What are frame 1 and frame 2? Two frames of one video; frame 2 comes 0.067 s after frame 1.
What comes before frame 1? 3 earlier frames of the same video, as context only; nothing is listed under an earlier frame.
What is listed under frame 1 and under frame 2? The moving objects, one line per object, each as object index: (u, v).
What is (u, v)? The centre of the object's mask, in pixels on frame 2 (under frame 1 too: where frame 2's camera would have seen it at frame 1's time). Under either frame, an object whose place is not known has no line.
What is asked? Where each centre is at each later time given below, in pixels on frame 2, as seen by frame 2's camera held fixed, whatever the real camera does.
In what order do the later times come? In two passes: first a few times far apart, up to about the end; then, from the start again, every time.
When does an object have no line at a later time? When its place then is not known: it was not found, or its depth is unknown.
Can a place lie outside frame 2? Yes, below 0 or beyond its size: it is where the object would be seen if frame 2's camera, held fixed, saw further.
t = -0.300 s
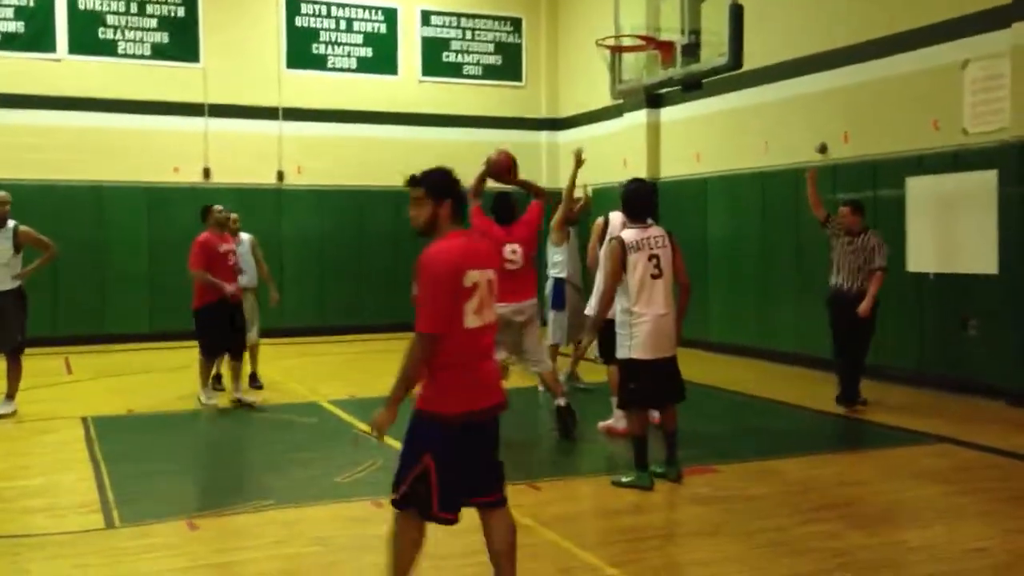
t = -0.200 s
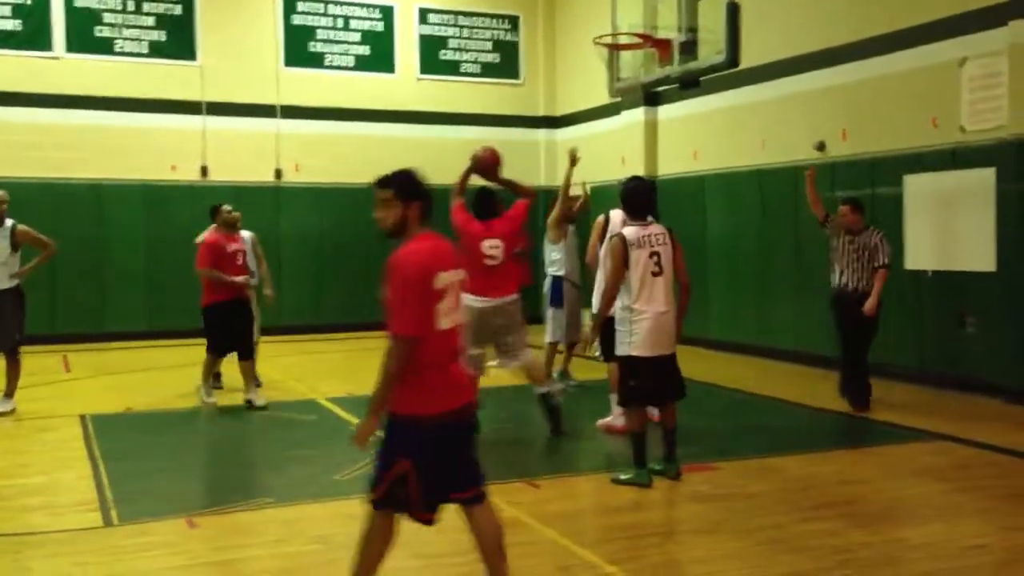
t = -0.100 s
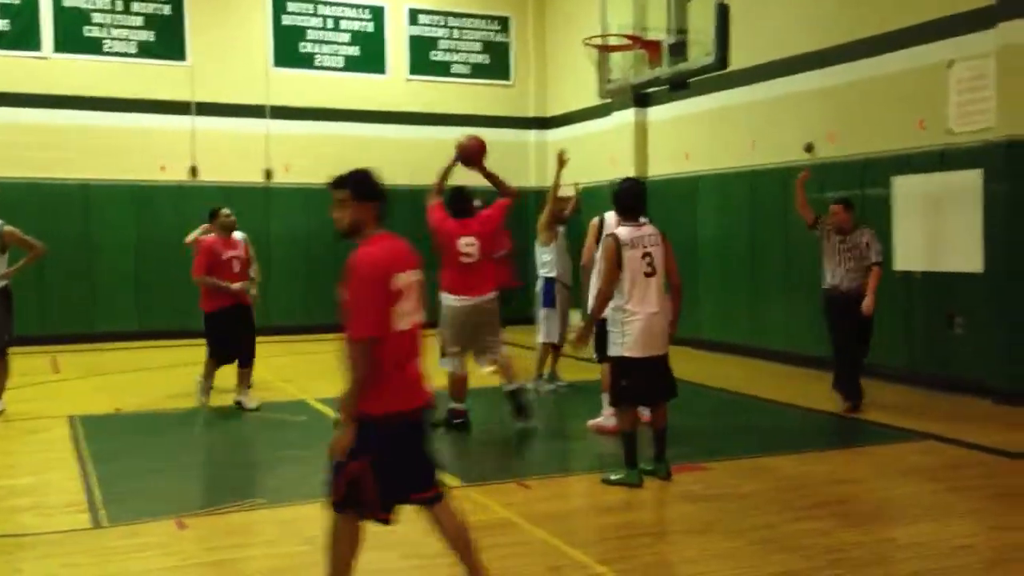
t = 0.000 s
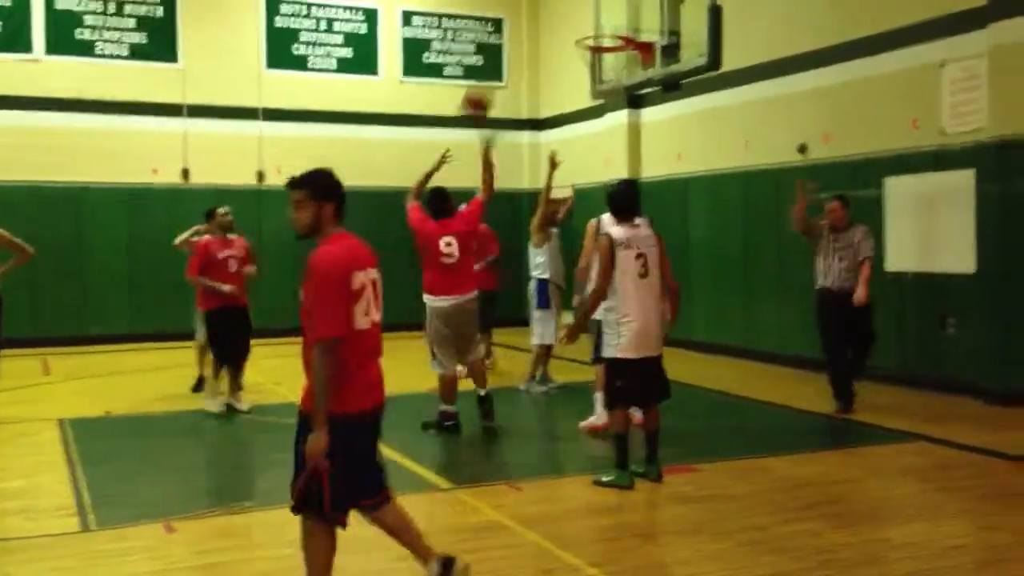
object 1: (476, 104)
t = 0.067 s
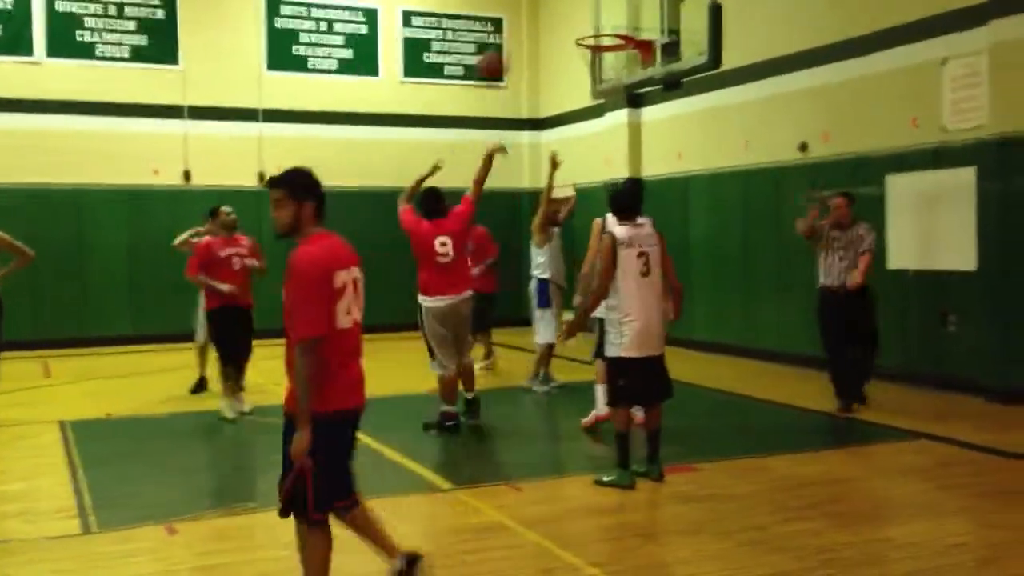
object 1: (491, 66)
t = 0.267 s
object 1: (537, 2)
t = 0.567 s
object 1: (599, 1)
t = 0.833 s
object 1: (591, 32)
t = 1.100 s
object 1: (590, 16)
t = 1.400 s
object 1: (599, 44)
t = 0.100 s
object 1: (499, 53)
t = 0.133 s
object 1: (509, 39)
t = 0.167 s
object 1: (515, 28)
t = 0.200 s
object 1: (523, 18)
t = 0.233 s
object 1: (529, 9)
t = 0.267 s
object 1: (537, 2)
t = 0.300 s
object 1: (544, -3)
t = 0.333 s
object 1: (551, -6)
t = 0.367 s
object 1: (559, -9)
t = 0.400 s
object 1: (565, -11)
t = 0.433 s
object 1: (572, -11)
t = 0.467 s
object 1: (579, -11)
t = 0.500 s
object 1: (586, -8)
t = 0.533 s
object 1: (592, -4)
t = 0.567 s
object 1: (599, 1)
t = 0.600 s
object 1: (605, 7)
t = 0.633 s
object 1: (613, 16)
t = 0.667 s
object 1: (620, 25)
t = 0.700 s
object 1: (620, 28)
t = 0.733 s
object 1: (609, 29)
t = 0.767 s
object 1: (602, 31)
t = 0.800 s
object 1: (594, 34)
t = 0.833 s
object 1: (591, 32)
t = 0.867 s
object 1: (591, 23)
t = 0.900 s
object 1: (591, 18)
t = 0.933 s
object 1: (591, 15)
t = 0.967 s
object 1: (590, 13)
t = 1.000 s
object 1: (590, 12)
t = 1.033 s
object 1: (590, 12)
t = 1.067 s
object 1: (590, 13)
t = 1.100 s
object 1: (590, 16)
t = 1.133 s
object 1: (590, 20)
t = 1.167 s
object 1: (590, 23)
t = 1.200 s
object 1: (591, 22)
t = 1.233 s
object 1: (593, 23)
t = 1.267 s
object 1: (594, 24)
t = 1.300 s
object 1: (595, 26)
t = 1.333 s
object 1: (596, 30)
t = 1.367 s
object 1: (598, 37)
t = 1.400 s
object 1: (599, 44)
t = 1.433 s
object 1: (600, 52)
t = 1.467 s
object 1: (600, 60)
